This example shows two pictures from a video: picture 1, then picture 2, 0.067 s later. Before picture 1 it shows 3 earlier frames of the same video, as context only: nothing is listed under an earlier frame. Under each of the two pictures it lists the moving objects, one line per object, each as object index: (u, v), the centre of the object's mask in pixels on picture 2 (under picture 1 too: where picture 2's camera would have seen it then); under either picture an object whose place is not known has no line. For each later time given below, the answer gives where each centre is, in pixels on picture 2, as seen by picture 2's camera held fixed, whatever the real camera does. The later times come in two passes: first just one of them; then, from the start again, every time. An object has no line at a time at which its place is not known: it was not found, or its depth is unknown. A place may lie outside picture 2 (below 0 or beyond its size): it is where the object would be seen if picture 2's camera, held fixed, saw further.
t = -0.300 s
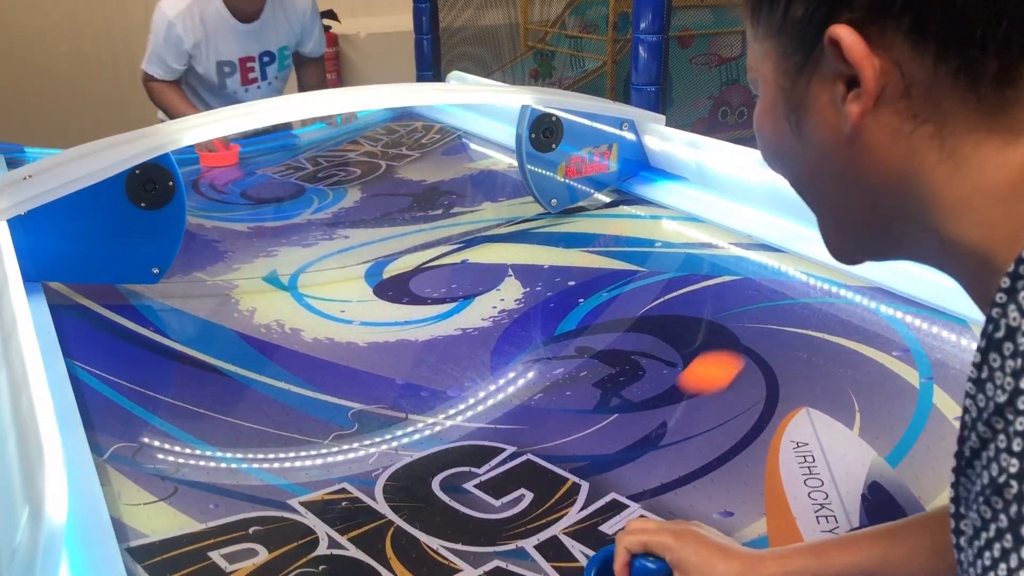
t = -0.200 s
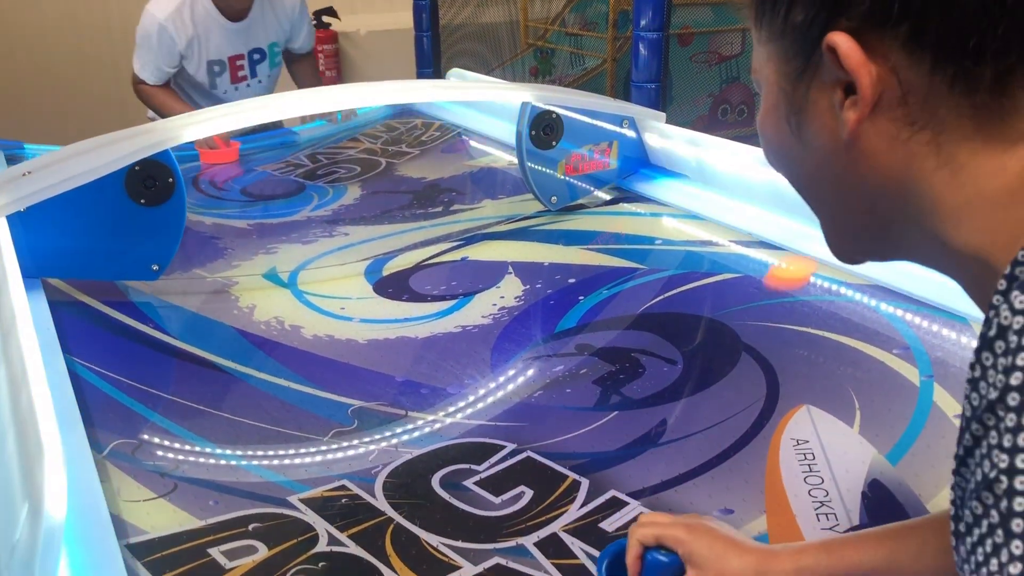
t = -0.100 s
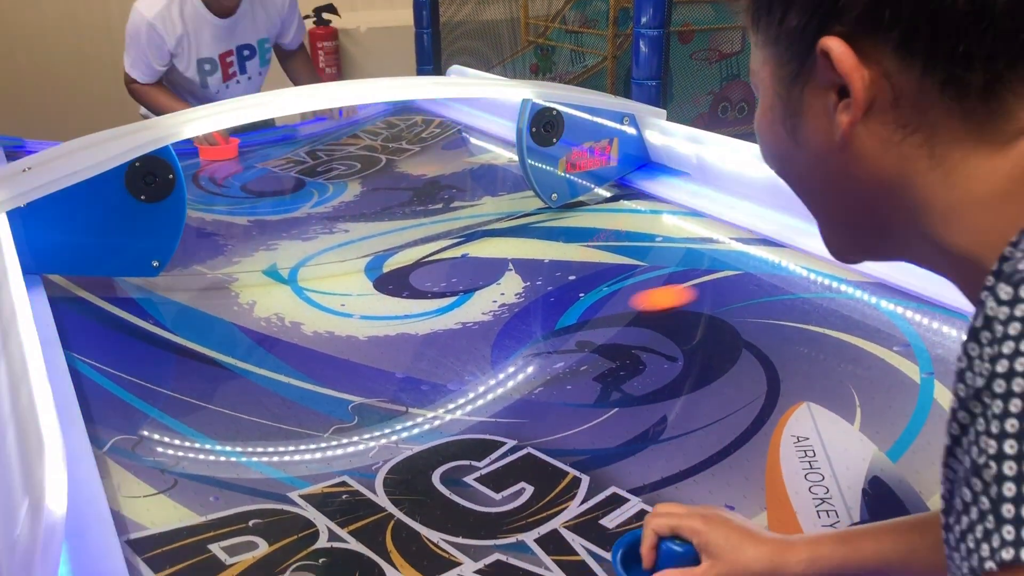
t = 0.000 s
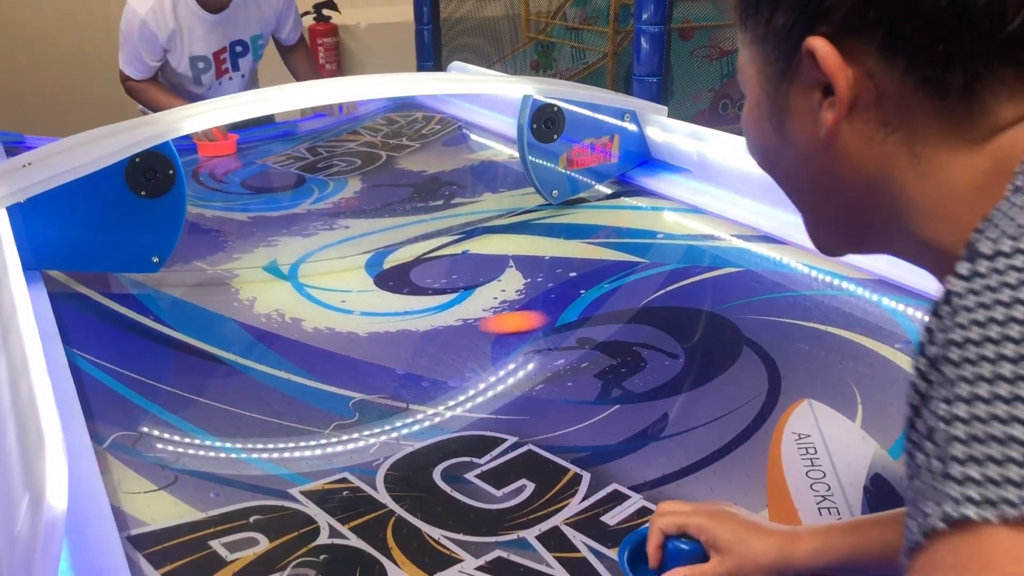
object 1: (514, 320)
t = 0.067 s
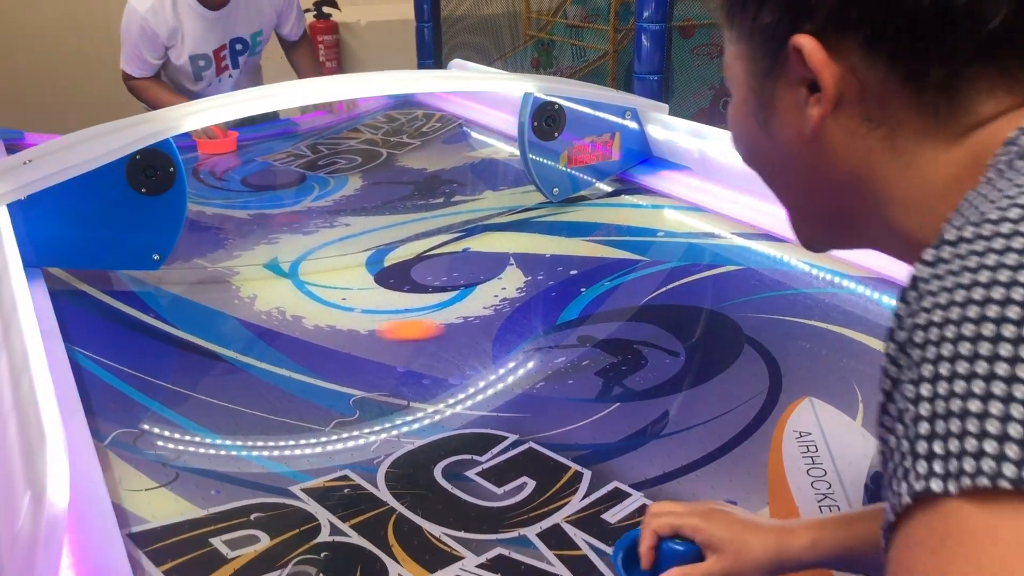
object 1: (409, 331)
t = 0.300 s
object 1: (105, 311)
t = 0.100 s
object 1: (357, 333)
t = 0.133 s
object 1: (303, 333)
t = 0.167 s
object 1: (248, 331)
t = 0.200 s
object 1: (198, 327)
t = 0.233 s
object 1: (142, 322)
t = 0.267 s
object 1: (92, 315)
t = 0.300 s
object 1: (105, 311)
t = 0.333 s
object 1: (147, 308)
